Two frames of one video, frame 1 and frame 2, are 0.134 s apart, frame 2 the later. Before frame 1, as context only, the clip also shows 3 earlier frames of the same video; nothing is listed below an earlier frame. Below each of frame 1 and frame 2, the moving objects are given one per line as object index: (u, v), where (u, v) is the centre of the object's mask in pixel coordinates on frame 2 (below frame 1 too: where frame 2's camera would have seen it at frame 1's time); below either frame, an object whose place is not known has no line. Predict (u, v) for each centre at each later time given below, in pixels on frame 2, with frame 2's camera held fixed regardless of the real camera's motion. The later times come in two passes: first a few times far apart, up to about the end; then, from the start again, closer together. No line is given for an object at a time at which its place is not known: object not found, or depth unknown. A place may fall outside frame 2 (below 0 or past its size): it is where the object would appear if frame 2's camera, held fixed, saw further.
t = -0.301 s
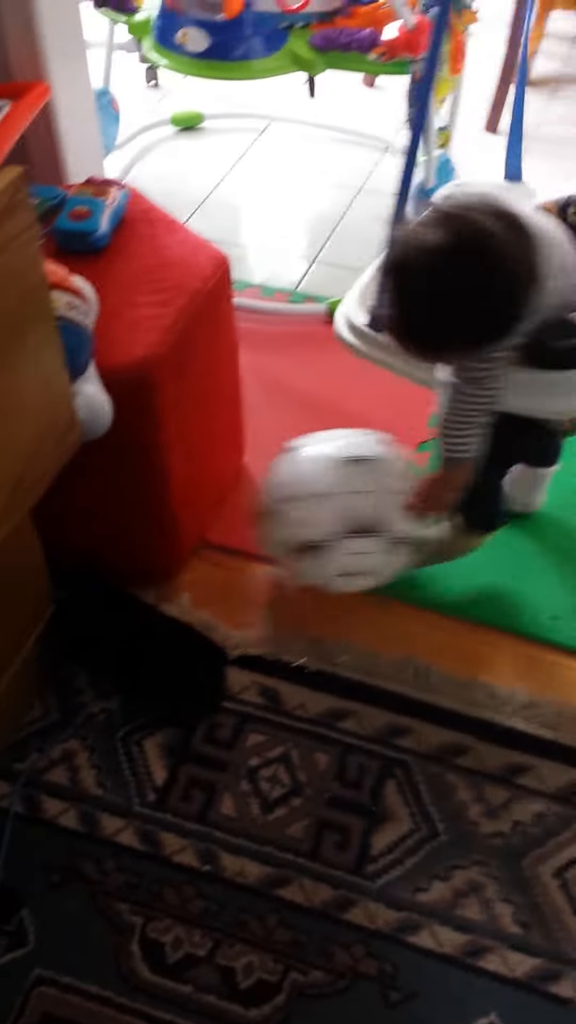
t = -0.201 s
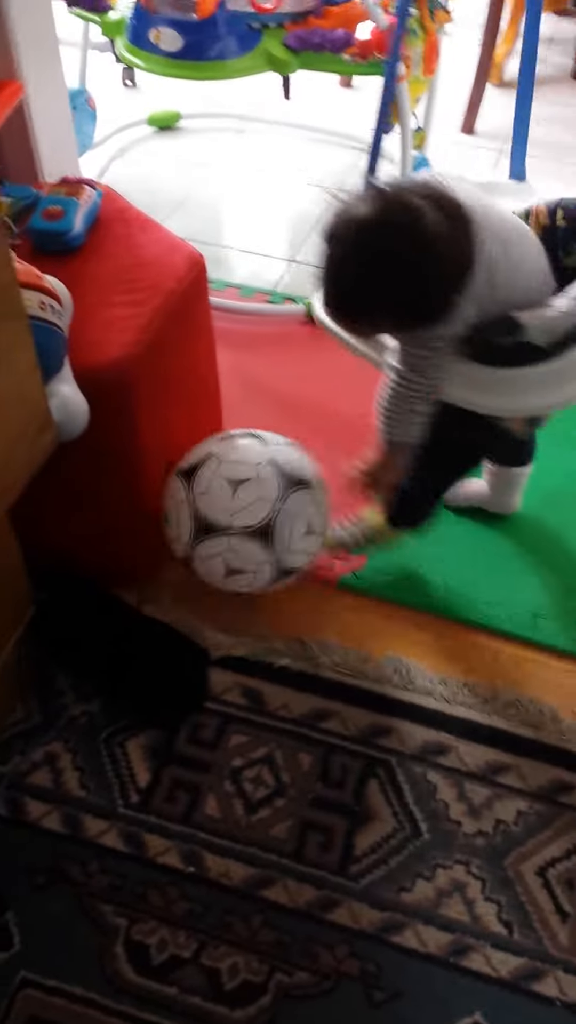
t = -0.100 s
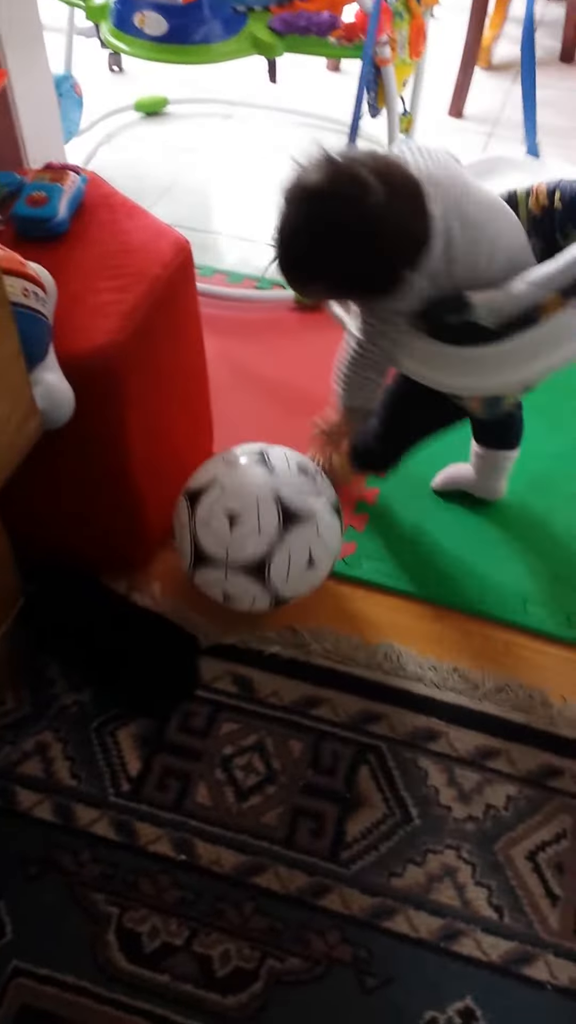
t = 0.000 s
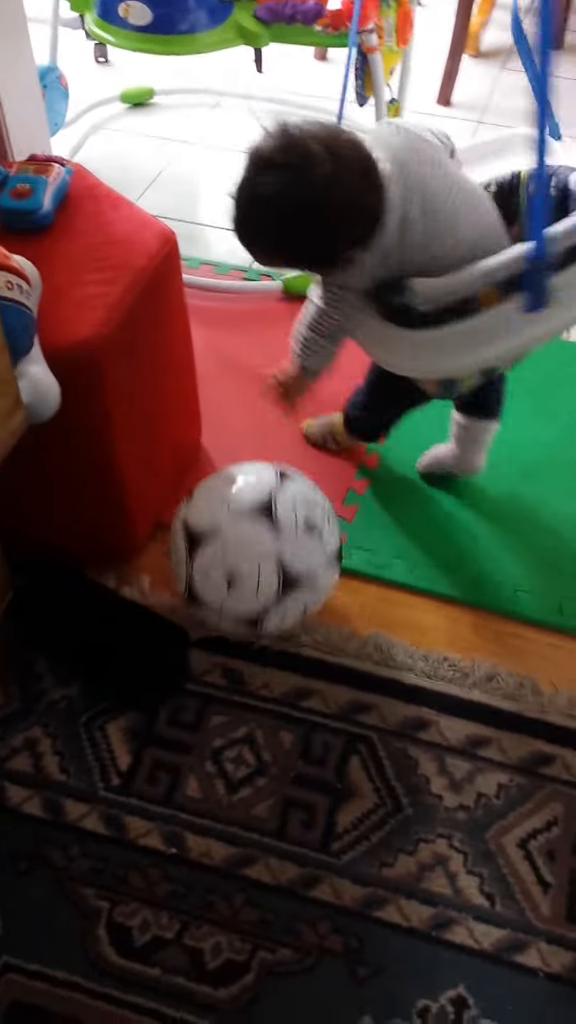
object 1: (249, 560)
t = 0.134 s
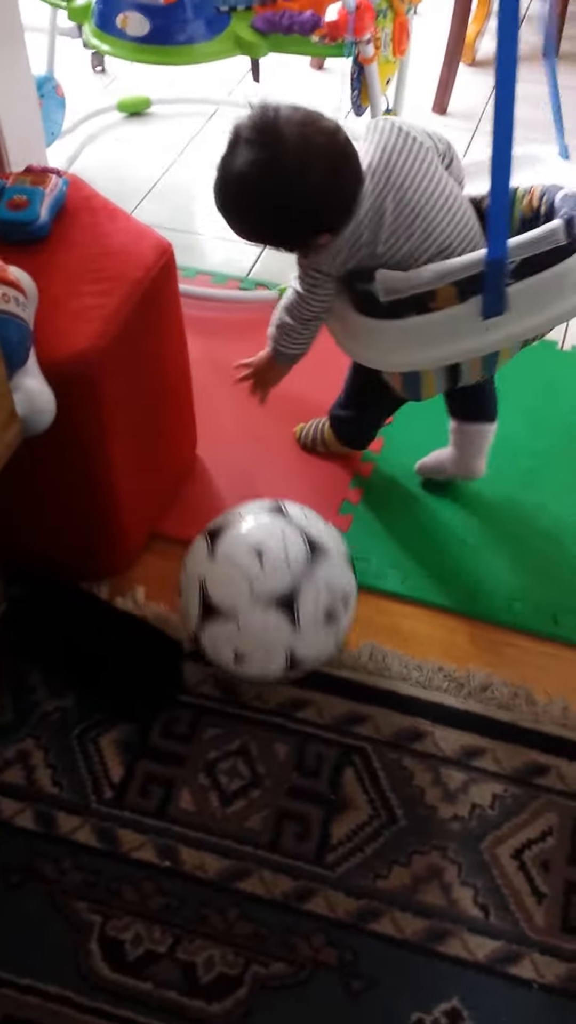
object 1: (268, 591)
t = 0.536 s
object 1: (309, 668)
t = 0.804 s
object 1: (313, 728)
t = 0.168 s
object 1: (273, 596)
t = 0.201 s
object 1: (277, 602)
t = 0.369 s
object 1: (295, 635)
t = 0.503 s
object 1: (307, 661)
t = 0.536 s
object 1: (309, 668)
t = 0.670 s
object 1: (311, 699)
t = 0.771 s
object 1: (312, 720)
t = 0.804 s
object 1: (313, 728)
